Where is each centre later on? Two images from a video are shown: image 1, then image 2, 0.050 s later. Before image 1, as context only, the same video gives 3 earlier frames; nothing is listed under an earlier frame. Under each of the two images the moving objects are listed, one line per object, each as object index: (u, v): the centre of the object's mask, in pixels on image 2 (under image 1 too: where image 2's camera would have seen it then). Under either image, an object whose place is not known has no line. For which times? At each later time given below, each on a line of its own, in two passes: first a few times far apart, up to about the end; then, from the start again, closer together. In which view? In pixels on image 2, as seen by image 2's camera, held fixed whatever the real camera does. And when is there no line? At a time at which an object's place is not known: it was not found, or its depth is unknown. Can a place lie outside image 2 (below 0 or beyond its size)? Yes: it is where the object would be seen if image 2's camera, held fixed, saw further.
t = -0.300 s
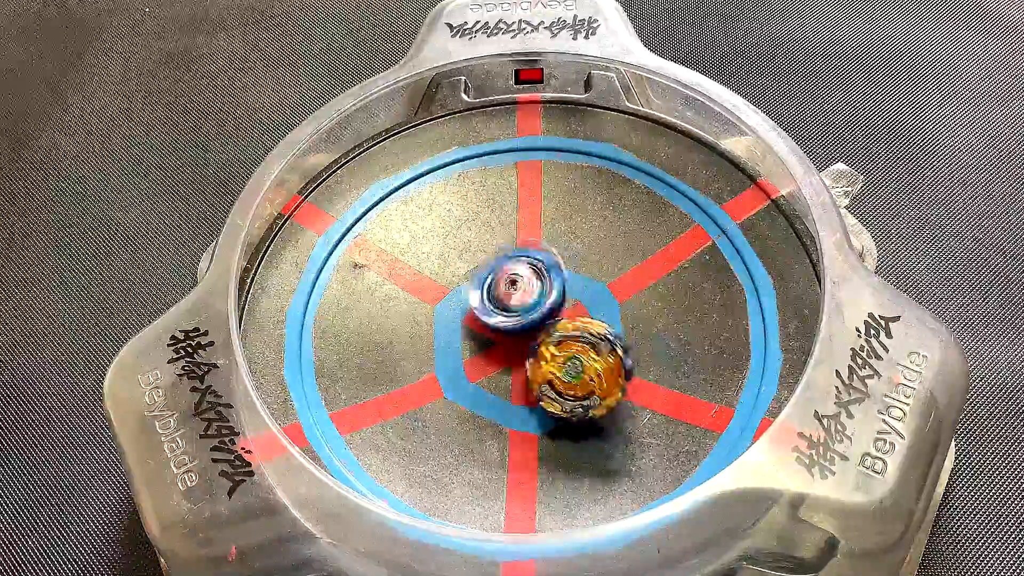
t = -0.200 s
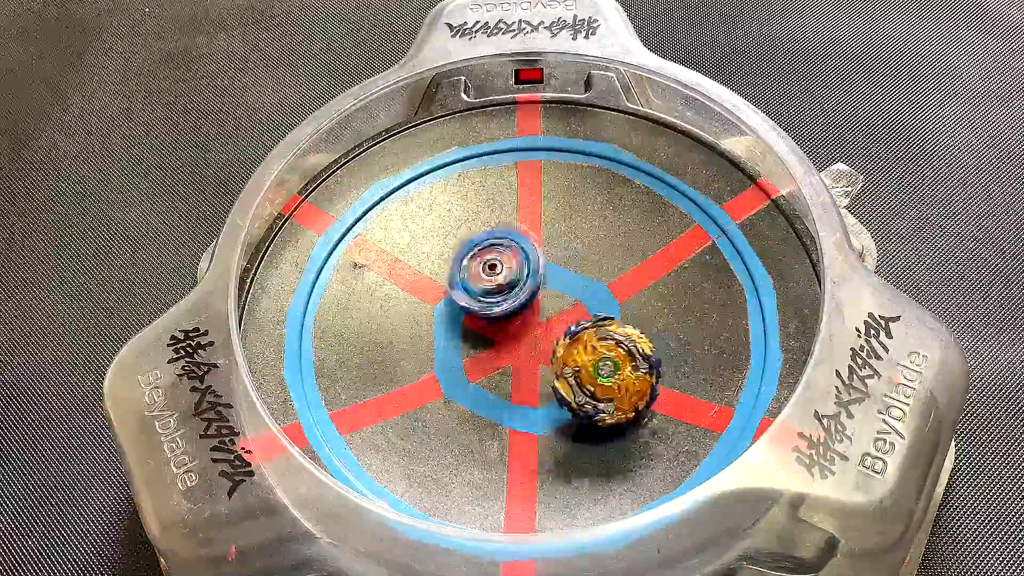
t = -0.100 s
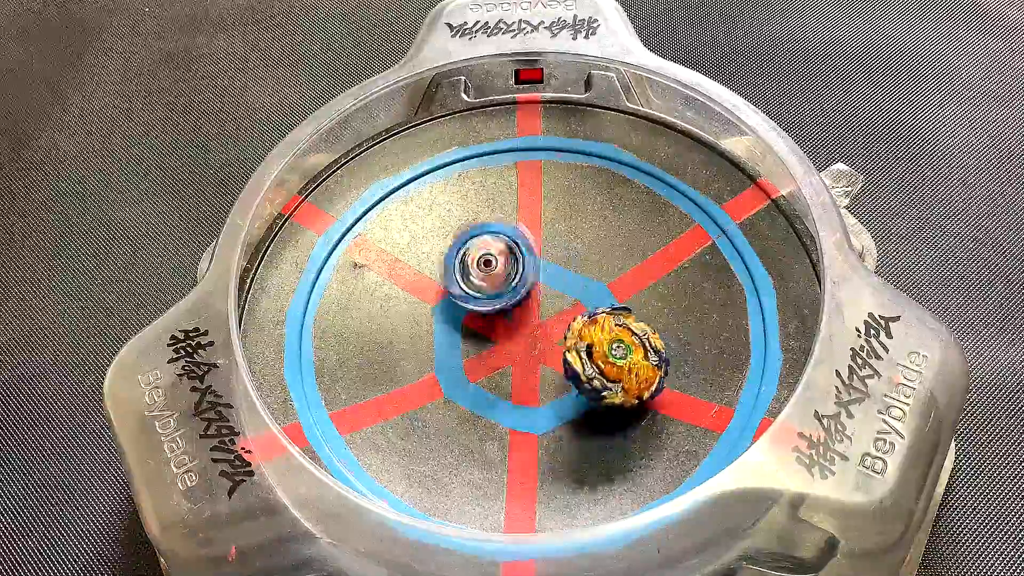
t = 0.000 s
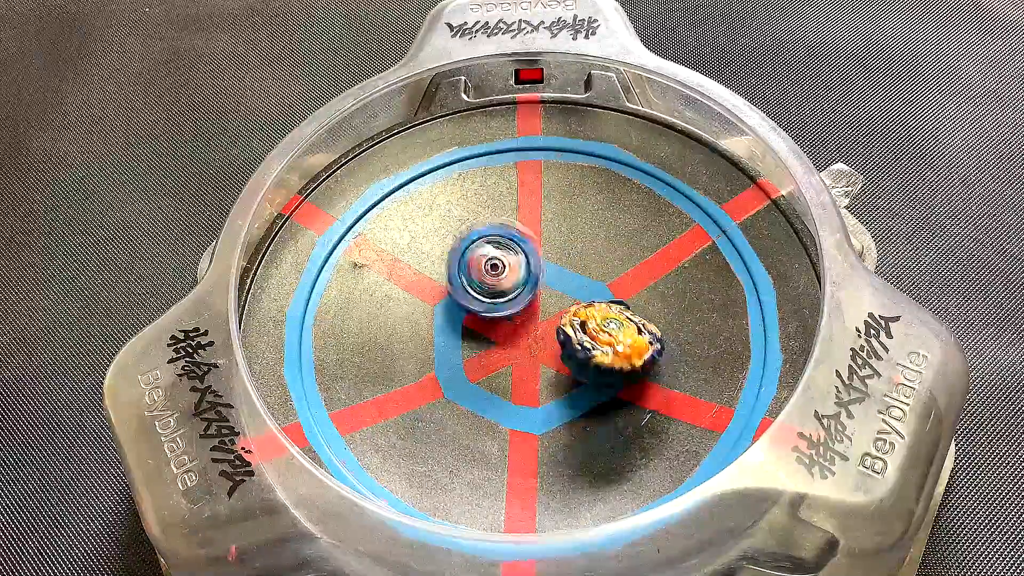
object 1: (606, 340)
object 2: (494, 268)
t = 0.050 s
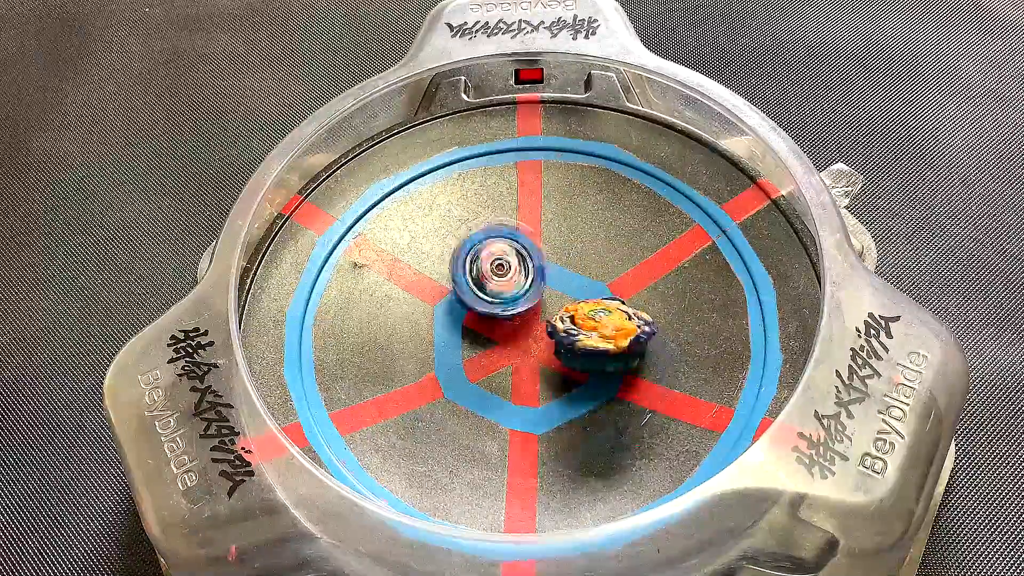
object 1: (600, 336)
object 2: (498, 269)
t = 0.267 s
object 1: (582, 354)
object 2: (496, 287)
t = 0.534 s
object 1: (602, 356)
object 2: (499, 302)
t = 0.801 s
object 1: (593, 317)
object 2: (492, 299)
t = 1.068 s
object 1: (621, 292)
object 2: (431, 321)
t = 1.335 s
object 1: (566, 295)
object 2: (483, 344)
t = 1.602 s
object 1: (545, 280)
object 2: (527, 373)
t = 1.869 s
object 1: (527, 291)
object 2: (564, 377)
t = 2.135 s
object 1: (518, 294)
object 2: (553, 373)
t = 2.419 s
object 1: (520, 294)
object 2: (549, 373)
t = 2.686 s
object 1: (521, 294)
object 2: (548, 373)
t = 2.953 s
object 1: (521, 294)
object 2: (548, 375)
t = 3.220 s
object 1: (521, 294)
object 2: (548, 375)
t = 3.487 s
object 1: (520, 294)
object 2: (548, 374)
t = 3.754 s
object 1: (520, 294)
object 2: (548, 374)
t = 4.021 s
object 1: (520, 294)
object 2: (547, 374)
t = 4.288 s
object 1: (520, 294)
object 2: (548, 374)
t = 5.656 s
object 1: (521, 294)
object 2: (548, 375)
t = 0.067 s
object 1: (597, 333)
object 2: (500, 271)
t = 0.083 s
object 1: (594, 333)
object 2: (501, 271)
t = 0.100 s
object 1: (591, 333)
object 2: (502, 272)
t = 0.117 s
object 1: (586, 333)
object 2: (504, 272)
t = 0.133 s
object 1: (582, 335)
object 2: (505, 273)
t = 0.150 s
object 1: (579, 336)
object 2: (505, 274)
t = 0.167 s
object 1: (577, 337)
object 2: (507, 276)
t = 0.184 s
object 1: (575, 340)
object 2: (508, 277)
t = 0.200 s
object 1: (575, 343)
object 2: (508, 279)
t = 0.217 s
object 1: (575, 345)
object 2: (507, 280)
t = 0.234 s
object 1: (574, 348)
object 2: (507, 282)
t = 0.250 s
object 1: (578, 351)
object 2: (502, 285)
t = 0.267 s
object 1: (582, 354)
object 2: (496, 287)
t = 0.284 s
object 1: (585, 359)
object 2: (492, 289)
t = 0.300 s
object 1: (587, 361)
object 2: (489, 291)
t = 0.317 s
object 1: (590, 355)
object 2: (488, 294)
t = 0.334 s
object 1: (592, 363)
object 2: (487, 294)
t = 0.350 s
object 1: (593, 361)
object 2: (488, 294)
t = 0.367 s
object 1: (593, 361)
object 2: (489, 296)
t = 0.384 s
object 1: (595, 367)
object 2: (491, 296)
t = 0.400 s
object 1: (596, 367)
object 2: (493, 297)
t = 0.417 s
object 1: (597, 361)
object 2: (494, 297)
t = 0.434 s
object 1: (599, 360)
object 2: (495, 298)
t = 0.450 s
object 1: (598, 362)
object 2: (498, 299)
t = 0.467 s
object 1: (597, 362)
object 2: (501, 301)
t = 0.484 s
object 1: (595, 361)
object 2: (504, 300)
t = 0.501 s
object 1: (593, 359)
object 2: (505, 299)
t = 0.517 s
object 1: (597, 358)
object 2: (503, 300)
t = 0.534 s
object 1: (602, 356)
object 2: (499, 302)
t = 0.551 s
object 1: (605, 355)
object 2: (497, 303)
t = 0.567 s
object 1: (608, 353)
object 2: (494, 302)
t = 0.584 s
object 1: (610, 351)
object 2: (493, 303)
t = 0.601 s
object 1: (611, 349)
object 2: (491, 304)
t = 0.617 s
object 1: (610, 349)
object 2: (491, 306)
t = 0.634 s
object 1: (610, 348)
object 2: (493, 306)
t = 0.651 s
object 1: (609, 345)
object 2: (493, 308)
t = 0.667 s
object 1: (608, 343)
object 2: (494, 308)
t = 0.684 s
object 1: (606, 340)
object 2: (494, 307)
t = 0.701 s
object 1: (605, 337)
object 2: (495, 306)
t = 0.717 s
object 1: (603, 334)
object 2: (496, 305)
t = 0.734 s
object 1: (601, 331)
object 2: (496, 303)
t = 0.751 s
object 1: (599, 327)
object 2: (494, 302)
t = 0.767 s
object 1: (595, 320)
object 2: (494, 300)
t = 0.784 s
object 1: (593, 320)
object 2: (494, 300)
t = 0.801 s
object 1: (593, 317)
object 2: (492, 299)
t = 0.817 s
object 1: (599, 321)
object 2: (482, 303)
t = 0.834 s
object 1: (605, 317)
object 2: (469, 306)
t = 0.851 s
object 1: (613, 313)
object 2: (460, 311)
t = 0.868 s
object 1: (617, 306)
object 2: (453, 315)
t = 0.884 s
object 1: (621, 303)
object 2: (449, 317)
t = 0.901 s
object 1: (622, 302)
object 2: (445, 318)
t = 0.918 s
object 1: (622, 299)
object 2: (442, 319)
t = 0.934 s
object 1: (622, 296)
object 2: (441, 320)
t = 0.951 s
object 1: (621, 294)
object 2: (438, 320)
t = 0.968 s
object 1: (621, 292)
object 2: (438, 320)
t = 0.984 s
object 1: (622, 291)
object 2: (436, 320)
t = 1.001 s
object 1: (623, 292)
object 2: (434, 319)
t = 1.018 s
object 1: (623, 291)
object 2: (433, 319)
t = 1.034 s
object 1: (624, 291)
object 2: (432, 320)
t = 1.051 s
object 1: (622, 291)
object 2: (429, 321)
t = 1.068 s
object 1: (621, 292)
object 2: (431, 321)
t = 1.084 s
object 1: (619, 292)
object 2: (433, 322)
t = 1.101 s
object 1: (616, 292)
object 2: (435, 322)
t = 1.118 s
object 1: (612, 289)
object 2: (437, 323)
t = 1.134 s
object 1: (608, 289)
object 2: (439, 325)
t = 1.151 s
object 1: (604, 291)
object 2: (442, 326)
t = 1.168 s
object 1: (600, 292)
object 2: (448, 325)
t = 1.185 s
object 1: (595, 293)
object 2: (450, 327)
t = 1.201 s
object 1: (590, 293)
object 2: (456, 326)
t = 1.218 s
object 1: (586, 296)
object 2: (461, 327)
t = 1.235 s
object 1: (579, 292)
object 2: (466, 332)
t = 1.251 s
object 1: (576, 297)
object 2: (472, 327)
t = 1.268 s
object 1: (573, 297)
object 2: (474, 332)
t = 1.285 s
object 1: (571, 297)
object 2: (476, 332)
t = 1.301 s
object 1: (569, 298)
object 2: (479, 334)
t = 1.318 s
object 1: (567, 297)
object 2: (480, 340)
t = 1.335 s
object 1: (566, 295)
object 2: (483, 344)
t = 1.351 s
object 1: (566, 294)
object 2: (486, 348)
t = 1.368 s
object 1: (566, 293)
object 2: (490, 352)
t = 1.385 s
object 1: (565, 292)
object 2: (493, 354)
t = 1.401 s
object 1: (565, 290)
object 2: (497, 359)
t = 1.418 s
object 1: (565, 287)
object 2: (499, 363)
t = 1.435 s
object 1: (565, 285)
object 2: (500, 365)
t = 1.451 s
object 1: (563, 283)
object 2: (503, 369)
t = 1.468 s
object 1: (562, 280)
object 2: (505, 370)
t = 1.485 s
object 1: (559, 279)
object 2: (509, 372)
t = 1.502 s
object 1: (558, 277)
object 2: (512, 373)
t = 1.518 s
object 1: (556, 277)
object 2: (514, 373)
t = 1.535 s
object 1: (555, 276)
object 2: (517, 374)
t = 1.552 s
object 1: (552, 276)
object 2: (519, 373)
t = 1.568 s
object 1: (549, 277)
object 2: (522, 372)
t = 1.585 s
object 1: (547, 278)
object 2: (525, 373)
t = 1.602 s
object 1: (545, 280)
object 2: (527, 373)
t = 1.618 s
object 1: (544, 283)
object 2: (529, 371)
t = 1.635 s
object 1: (543, 284)
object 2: (532, 371)
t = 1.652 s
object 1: (541, 287)
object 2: (535, 370)
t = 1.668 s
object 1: (540, 287)
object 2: (537, 372)
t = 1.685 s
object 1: (540, 287)
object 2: (539, 375)
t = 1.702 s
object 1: (539, 287)
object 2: (542, 376)
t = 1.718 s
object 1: (538, 287)
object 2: (545, 377)
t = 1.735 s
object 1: (537, 288)
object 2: (548, 378)
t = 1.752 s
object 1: (536, 288)
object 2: (550, 378)
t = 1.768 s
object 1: (535, 288)
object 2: (553, 377)
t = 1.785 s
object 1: (534, 289)
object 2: (556, 377)
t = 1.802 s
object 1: (533, 289)
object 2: (558, 377)
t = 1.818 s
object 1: (531, 289)
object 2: (560, 377)
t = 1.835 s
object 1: (530, 290)
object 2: (562, 377)
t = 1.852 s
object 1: (529, 290)
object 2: (563, 377)
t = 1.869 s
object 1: (527, 291)
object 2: (564, 377)
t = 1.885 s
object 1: (527, 291)
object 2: (563, 376)
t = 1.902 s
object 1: (526, 292)
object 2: (562, 376)
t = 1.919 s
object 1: (525, 292)
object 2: (561, 376)
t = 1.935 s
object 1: (524, 292)
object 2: (559, 375)
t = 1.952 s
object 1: (523, 292)
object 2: (557, 374)
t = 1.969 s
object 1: (522, 292)
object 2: (554, 374)
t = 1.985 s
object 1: (521, 293)
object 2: (552, 374)
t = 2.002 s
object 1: (520, 293)
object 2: (549, 374)
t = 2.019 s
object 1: (520, 293)
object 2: (548, 374)
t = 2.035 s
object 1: (519, 293)
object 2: (547, 375)
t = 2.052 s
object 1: (518, 293)
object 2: (547, 375)
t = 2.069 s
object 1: (518, 293)
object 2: (547, 374)
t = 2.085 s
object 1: (518, 294)
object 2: (548, 374)
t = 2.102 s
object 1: (518, 294)
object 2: (550, 373)
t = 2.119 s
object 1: (518, 294)
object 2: (551, 373)
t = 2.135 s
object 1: (518, 294)
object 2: (553, 373)
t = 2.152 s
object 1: (518, 294)
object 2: (553, 373)
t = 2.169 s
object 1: (518, 294)
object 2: (554, 373)
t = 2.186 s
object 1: (518, 294)
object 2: (554, 373)
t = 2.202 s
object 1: (518, 293)
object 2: (553, 373)
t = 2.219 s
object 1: (518, 294)
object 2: (552, 373)
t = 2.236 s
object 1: (518, 294)
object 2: (550, 373)
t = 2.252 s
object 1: (519, 294)
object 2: (549, 373)
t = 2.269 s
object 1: (519, 293)
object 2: (548, 373)
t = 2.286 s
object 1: (519, 293)
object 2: (547, 374)
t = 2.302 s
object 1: (519, 294)
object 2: (548, 373)
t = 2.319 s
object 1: (520, 294)
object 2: (548, 373)
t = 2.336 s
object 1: (520, 294)
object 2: (548, 373)
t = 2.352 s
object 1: (521, 293)
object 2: (549, 373)
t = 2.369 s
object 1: (521, 293)
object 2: (549, 373)
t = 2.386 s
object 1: (521, 293)
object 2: (549, 373)
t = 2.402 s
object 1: (521, 294)
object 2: (549, 373)
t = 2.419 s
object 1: (520, 294)
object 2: (549, 373)
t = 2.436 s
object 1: (520, 294)
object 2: (549, 373)
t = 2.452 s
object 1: (520, 294)
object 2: (548, 373)
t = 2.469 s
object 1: (520, 294)
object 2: (548, 373)
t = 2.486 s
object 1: (520, 294)
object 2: (548, 373)
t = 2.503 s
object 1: (520, 294)
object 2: (547, 373)
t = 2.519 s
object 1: (520, 294)
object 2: (547, 373)
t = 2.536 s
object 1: (520, 294)
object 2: (547, 373)
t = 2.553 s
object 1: (520, 294)
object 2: (547, 373)
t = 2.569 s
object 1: (521, 294)
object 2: (547, 373)
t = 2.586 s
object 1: (521, 294)
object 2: (547, 373)
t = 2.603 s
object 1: (521, 294)
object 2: (547, 373)
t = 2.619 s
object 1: (521, 294)
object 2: (547, 373)
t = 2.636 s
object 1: (521, 294)
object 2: (548, 373)
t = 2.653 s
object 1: (521, 294)
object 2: (548, 373)
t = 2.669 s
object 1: (521, 294)
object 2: (548, 373)
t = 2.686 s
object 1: (521, 294)
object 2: (548, 373)
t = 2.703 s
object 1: (521, 294)
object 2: (548, 373)
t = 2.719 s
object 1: (521, 294)
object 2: (548, 373)
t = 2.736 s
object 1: (521, 294)
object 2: (548, 373)
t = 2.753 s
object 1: (521, 294)
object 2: (548, 373)
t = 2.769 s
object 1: (521, 294)
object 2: (548, 373)
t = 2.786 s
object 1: (521, 294)
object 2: (548, 373)
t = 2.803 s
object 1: (521, 294)
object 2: (548, 373)
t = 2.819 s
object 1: (521, 294)
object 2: (548, 373)
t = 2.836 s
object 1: (521, 294)
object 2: (548, 373)
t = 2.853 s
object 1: (521, 294)
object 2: (548, 373)
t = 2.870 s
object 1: (521, 294)
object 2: (548, 373)
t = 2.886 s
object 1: (521, 295)
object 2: (548, 373)
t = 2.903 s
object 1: (521, 294)
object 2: (548, 373)
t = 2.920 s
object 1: (521, 294)
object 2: (548, 374)
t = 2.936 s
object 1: (521, 294)
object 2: (548, 374)
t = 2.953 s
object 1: (521, 294)
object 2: (548, 375)
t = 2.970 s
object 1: (521, 294)
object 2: (548, 374)
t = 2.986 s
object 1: (521, 294)
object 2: (548, 374)
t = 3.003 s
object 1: (521, 294)
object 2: (548, 375)
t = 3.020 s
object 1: (521, 294)
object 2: (548, 375)
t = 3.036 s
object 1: (521, 294)
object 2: (548, 374)
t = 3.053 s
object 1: (520, 294)
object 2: (548, 374)
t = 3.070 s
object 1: (521, 294)
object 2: (548, 374)
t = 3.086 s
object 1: (520, 294)
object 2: (548, 374)
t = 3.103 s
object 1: (521, 294)
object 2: (548, 374)
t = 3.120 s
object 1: (521, 294)
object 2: (548, 374)
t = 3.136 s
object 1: (520, 294)
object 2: (548, 375)
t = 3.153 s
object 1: (521, 294)
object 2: (548, 374)
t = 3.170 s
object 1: (521, 294)
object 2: (548, 375)
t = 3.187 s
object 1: (521, 294)
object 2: (548, 374)
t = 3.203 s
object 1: (521, 294)
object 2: (548, 375)
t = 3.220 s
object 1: (521, 294)
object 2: (548, 375)
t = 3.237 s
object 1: (520, 294)
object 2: (548, 375)
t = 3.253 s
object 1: (520, 294)
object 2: (548, 375)
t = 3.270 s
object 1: (521, 294)
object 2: (548, 374)
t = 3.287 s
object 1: (521, 294)
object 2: (548, 375)
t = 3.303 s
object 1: (521, 294)
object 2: (548, 374)
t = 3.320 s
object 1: (520, 294)
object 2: (548, 374)
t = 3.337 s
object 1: (521, 294)
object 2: (548, 374)
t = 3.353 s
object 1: (521, 294)
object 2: (548, 374)
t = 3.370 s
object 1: (521, 294)
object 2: (548, 374)
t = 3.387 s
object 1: (520, 294)
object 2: (548, 374)
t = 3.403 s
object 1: (520, 294)
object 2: (548, 374)
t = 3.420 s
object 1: (520, 294)
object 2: (548, 374)
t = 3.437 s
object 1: (520, 294)
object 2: (548, 373)
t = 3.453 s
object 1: (520, 294)
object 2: (548, 374)
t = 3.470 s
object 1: (520, 294)
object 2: (548, 374)
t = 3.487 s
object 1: (520, 294)
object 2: (548, 374)
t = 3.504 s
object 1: (520, 294)
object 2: (548, 374)
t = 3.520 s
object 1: (521, 294)
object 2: (548, 374)
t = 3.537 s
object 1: (520, 294)
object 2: (548, 374)
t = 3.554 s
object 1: (520, 294)
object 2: (548, 375)
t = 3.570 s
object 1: (520, 294)
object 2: (548, 375)
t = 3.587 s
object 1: (520, 294)
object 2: (548, 374)
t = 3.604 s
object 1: (520, 294)
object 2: (548, 374)
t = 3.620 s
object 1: (520, 294)
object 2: (548, 374)
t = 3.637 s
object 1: (520, 294)
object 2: (548, 374)
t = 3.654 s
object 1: (520, 294)
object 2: (548, 374)
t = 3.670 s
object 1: (520, 294)
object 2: (548, 374)
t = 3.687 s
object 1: (520, 294)
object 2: (548, 374)
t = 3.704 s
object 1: (521, 294)
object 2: (548, 374)
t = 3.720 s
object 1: (520, 294)
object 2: (548, 374)
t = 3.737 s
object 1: (521, 294)
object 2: (548, 374)
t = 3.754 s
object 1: (520, 294)
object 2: (548, 374)
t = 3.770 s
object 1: (521, 294)
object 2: (548, 374)
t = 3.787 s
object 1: (520, 294)
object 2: (548, 375)
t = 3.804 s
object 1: (521, 294)
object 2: (548, 374)
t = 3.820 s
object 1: (520, 294)
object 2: (548, 374)
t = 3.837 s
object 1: (521, 294)
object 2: (548, 374)
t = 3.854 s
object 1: (520, 294)
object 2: (548, 374)
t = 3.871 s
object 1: (521, 294)
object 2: (548, 374)
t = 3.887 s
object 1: (521, 294)
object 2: (548, 374)
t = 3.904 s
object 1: (520, 294)
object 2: (548, 374)
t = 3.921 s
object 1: (520, 294)
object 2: (548, 374)
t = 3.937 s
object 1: (520, 294)
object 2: (548, 374)
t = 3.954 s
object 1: (520, 294)
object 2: (547, 374)
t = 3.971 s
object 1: (520, 294)
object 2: (547, 374)
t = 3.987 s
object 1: (520, 294)
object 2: (547, 374)
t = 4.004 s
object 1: (520, 294)
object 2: (548, 374)
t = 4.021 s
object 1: (520, 294)
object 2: (547, 374)
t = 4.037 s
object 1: (520, 294)
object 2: (548, 374)
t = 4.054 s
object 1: (520, 294)
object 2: (547, 374)
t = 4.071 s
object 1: (520, 294)
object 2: (548, 374)
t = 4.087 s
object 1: (520, 294)
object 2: (547, 374)
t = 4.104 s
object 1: (520, 294)
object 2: (547, 374)
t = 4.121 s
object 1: (520, 294)
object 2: (547, 374)
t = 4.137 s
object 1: (520, 294)
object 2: (547, 374)
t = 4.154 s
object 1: (520, 294)
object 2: (547, 374)
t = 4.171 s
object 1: (520, 294)
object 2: (547, 374)
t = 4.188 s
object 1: (520, 294)
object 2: (547, 374)
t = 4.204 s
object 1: (520, 294)
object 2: (547, 374)
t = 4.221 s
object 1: (520, 294)
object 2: (547, 374)
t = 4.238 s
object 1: (520, 294)
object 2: (547, 374)
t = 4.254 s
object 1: (520, 294)
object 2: (547, 374)
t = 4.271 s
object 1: (520, 294)
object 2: (547, 374)
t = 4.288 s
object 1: (520, 294)
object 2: (548, 374)
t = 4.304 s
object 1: (520, 294)
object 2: (548, 374)
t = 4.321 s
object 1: (520, 294)
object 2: (547, 374)
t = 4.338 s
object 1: (520, 294)
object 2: (547, 374)
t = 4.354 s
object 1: (520, 294)
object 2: (547, 374)
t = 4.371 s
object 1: (520, 294)
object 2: (547, 374)
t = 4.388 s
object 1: (520, 294)
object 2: (548, 374)
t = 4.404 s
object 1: (520, 294)
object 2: (547, 374)
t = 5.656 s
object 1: (521, 294)
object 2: (548, 375)
